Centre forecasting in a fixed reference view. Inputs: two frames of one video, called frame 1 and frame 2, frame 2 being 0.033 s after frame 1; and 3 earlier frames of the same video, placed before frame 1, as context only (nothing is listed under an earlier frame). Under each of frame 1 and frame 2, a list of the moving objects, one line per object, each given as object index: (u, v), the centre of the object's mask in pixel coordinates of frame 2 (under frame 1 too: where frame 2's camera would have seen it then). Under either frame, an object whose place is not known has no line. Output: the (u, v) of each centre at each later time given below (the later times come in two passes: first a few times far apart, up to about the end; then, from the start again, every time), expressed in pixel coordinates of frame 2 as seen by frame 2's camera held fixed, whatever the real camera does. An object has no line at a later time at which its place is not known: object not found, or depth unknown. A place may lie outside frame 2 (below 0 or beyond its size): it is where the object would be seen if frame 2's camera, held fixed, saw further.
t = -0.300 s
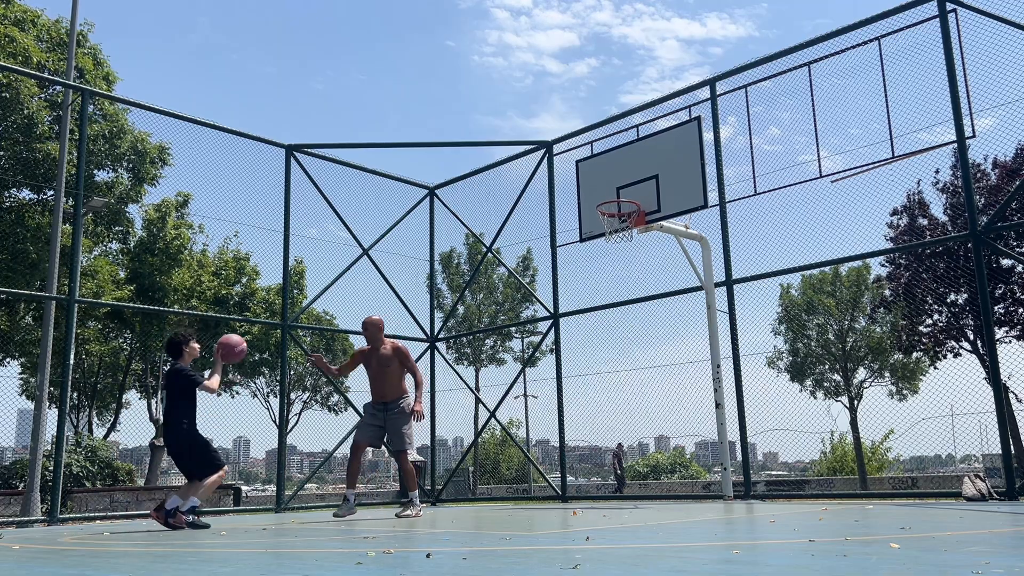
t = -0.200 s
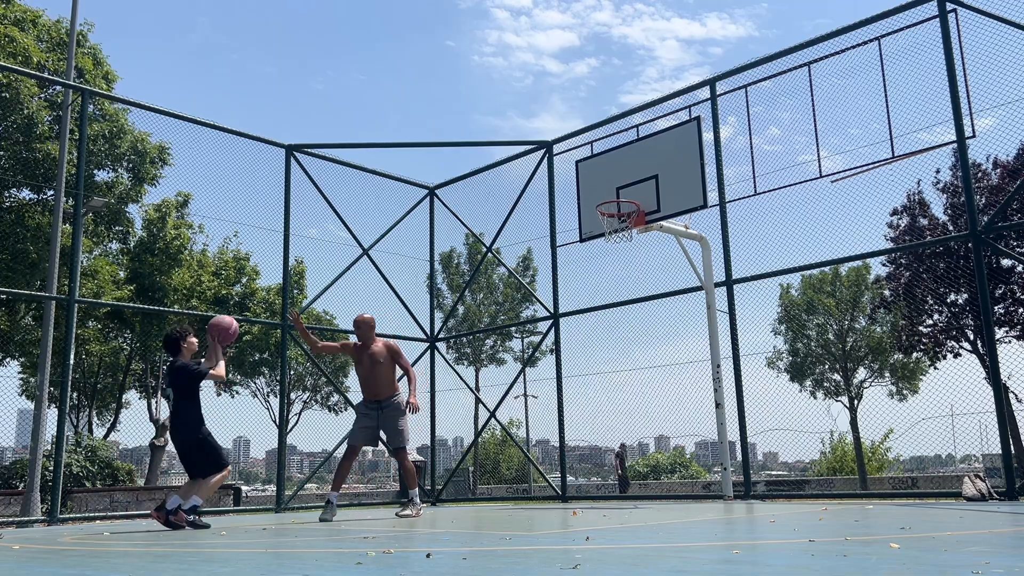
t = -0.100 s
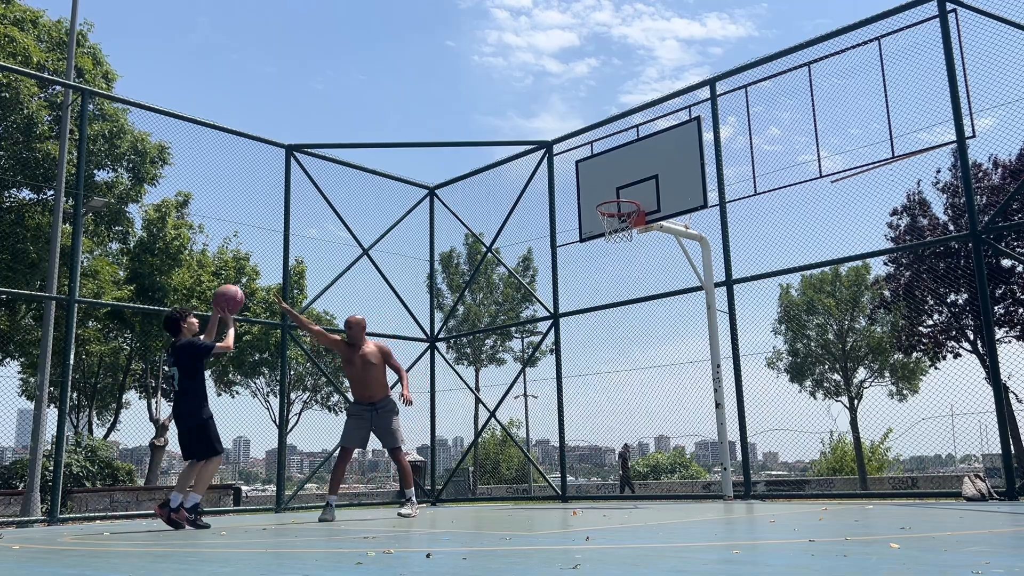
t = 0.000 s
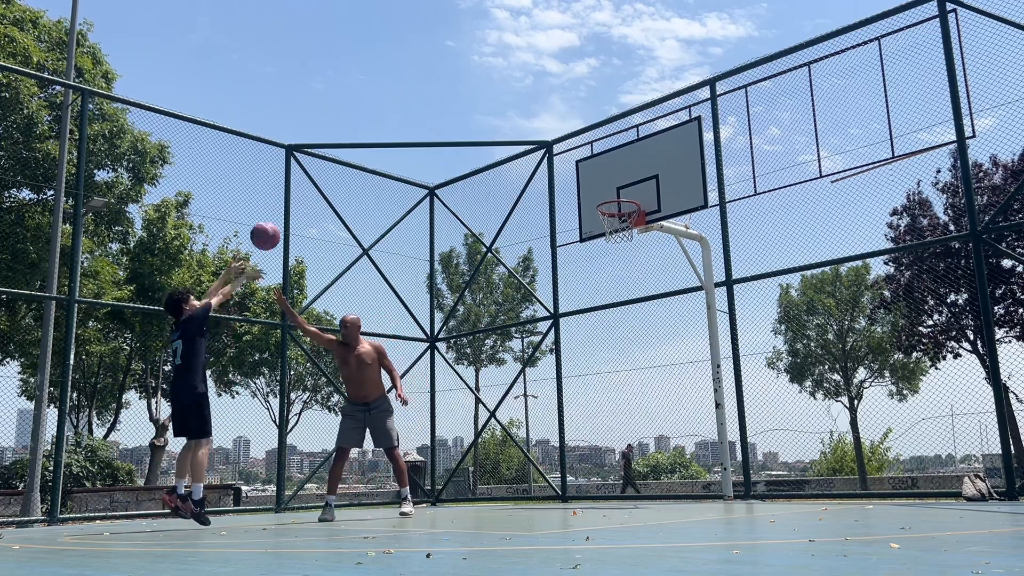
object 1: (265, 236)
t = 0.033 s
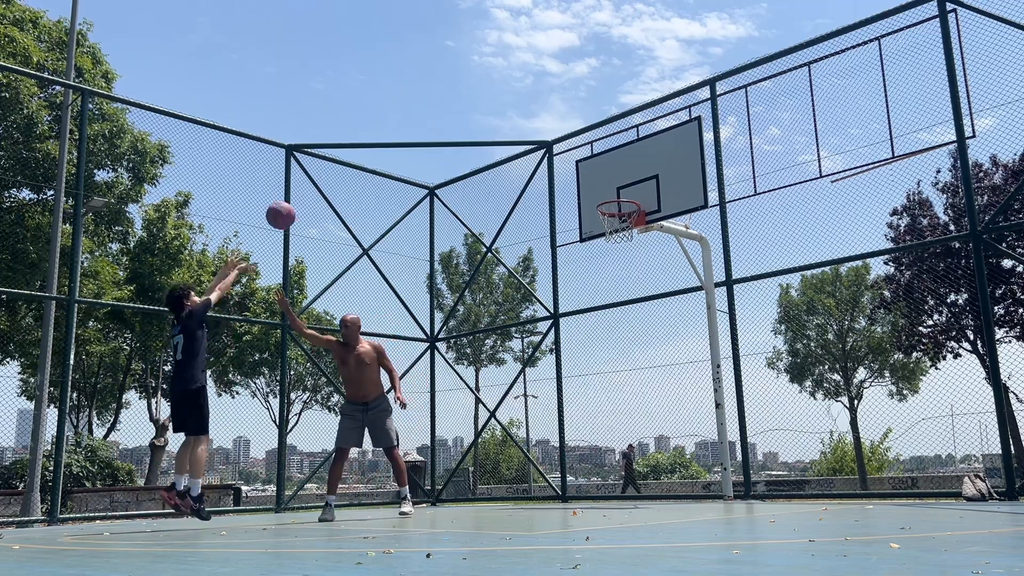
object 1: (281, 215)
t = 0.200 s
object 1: (351, 138)
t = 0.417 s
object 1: (432, 89)
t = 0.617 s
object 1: (498, 86)
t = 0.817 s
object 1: (560, 117)
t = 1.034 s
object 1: (624, 186)
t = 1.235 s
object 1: (654, 167)
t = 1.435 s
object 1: (663, 159)
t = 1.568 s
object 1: (663, 169)
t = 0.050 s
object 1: (288, 206)
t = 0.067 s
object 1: (296, 197)
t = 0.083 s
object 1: (303, 188)
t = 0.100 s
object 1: (310, 179)
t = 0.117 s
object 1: (317, 172)
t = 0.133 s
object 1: (324, 164)
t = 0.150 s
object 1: (331, 157)
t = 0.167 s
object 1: (338, 150)
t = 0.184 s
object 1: (345, 144)
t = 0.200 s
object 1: (351, 138)
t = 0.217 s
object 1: (358, 132)
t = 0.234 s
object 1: (365, 127)
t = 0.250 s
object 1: (371, 122)
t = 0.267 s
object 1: (377, 118)
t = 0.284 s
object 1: (384, 113)
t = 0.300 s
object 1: (390, 109)
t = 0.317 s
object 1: (396, 105)
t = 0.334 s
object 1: (402, 102)
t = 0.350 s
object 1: (408, 99)
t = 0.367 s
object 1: (414, 96)
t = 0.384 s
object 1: (420, 94)
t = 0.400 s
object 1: (426, 91)
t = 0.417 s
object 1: (432, 89)
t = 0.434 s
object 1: (438, 88)
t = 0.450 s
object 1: (443, 86)
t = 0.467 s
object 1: (449, 85)
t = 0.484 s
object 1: (455, 84)
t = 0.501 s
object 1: (460, 83)
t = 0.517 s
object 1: (466, 83)
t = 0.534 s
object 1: (471, 83)
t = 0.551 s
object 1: (477, 83)
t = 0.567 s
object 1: (482, 83)
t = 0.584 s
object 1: (488, 84)
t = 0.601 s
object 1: (493, 85)
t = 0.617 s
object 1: (498, 86)
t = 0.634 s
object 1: (504, 87)
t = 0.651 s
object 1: (509, 89)
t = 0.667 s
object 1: (514, 91)
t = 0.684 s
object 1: (519, 93)
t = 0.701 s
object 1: (524, 95)
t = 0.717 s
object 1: (529, 97)
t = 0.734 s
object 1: (535, 100)
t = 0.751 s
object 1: (540, 103)
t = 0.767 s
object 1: (545, 106)
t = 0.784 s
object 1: (550, 110)
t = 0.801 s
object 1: (555, 114)
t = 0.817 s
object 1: (560, 117)
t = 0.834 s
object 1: (565, 122)
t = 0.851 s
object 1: (570, 125)
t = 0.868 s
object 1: (575, 130)
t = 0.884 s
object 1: (580, 134)
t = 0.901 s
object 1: (585, 140)
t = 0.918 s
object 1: (590, 145)
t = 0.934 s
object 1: (595, 150)
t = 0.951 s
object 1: (600, 156)
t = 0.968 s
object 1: (605, 161)
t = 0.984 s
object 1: (610, 167)
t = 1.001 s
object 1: (615, 173)
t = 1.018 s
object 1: (620, 179)
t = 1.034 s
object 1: (624, 186)
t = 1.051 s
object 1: (629, 191)
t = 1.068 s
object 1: (631, 189)
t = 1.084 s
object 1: (633, 186)
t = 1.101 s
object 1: (636, 182)
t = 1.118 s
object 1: (638, 180)
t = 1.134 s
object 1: (640, 177)
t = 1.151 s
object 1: (642, 175)
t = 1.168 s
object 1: (645, 173)
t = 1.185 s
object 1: (647, 171)
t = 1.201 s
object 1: (649, 169)
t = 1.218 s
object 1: (652, 168)
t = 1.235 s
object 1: (654, 167)
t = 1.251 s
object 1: (656, 166)
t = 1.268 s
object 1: (659, 165)
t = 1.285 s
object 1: (661, 165)
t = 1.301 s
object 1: (663, 165)
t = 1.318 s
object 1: (663, 163)
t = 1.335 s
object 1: (663, 162)
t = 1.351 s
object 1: (663, 161)
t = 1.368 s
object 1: (663, 160)
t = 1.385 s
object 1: (663, 159)
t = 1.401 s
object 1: (663, 159)
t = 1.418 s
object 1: (663, 159)
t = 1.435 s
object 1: (663, 159)
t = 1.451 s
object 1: (663, 159)
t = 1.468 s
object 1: (663, 160)
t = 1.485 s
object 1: (663, 161)
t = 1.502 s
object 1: (663, 162)
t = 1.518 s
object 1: (663, 163)
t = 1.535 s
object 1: (663, 165)
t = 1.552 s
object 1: (663, 167)
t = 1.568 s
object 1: (663, 169)
